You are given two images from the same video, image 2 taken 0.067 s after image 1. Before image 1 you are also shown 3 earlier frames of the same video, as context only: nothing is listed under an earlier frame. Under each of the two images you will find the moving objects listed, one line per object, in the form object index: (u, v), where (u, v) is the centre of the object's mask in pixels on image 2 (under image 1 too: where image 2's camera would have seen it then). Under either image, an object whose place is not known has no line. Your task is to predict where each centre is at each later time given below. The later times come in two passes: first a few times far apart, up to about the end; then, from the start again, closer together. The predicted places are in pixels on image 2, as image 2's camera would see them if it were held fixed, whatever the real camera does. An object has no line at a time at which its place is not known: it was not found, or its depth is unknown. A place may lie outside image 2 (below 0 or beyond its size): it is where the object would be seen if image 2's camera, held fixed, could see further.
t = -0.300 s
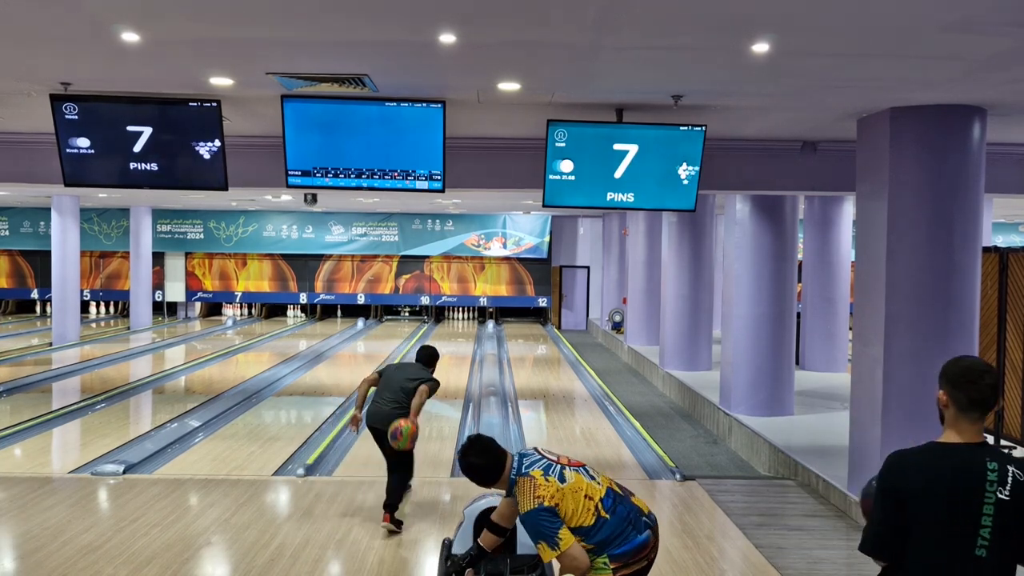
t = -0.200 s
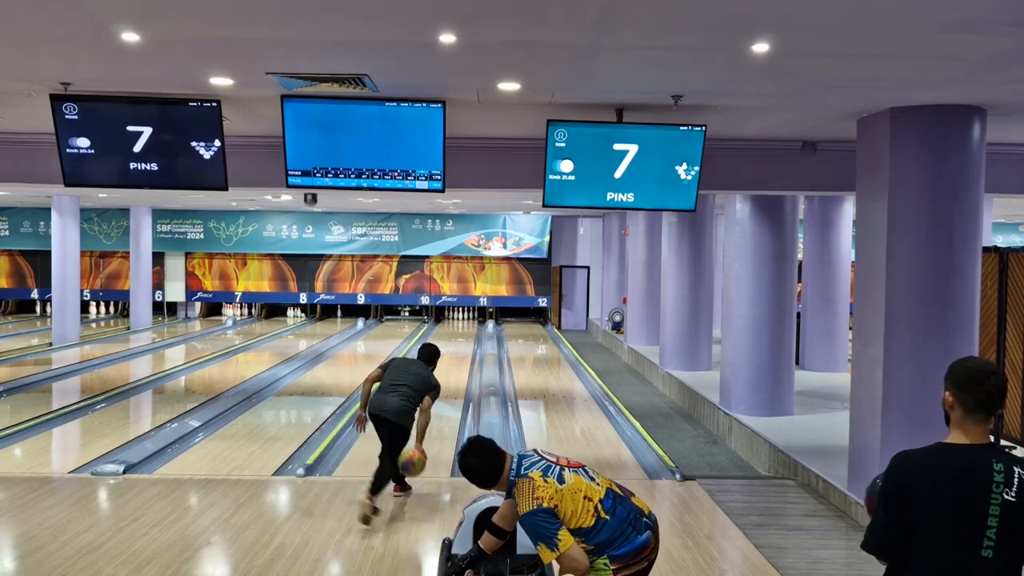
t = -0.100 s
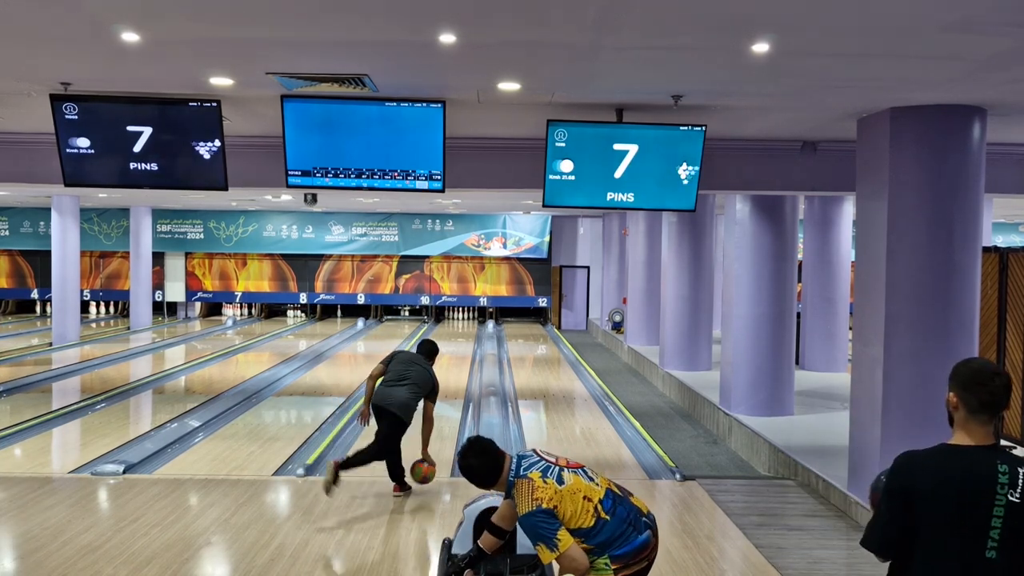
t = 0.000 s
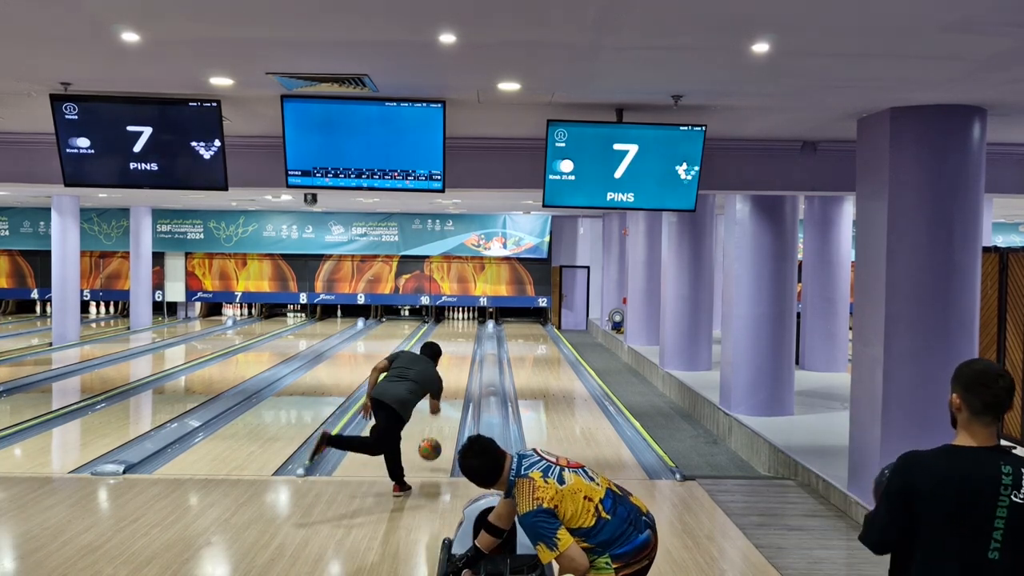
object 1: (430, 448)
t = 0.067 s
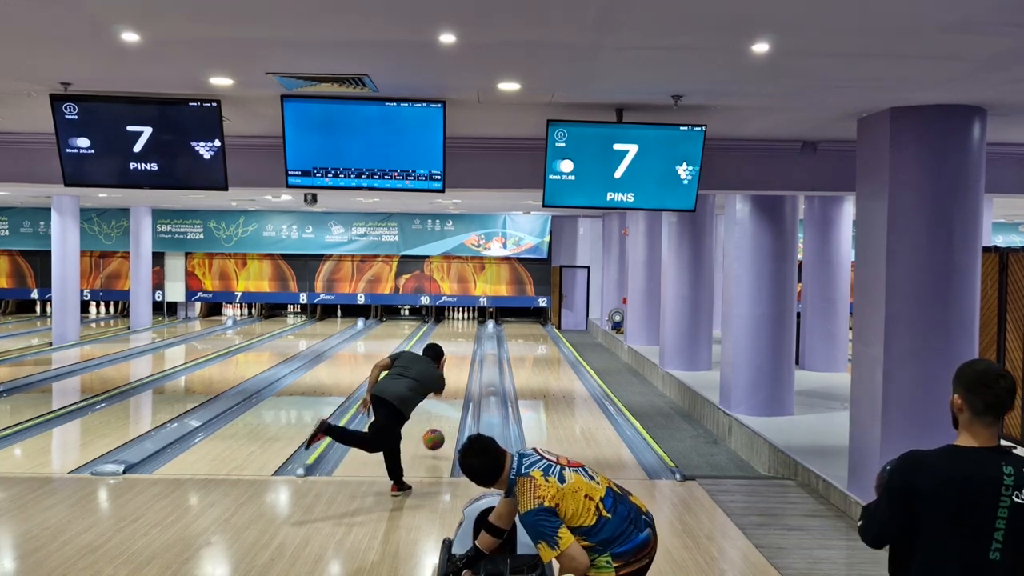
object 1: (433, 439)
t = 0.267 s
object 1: (442, 417)
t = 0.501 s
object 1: (450, 392)
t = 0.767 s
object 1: (455, 372)
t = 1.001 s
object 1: (459, 359)
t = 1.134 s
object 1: (459, 356)
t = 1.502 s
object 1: (464, 339)
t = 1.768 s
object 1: (466, 331)
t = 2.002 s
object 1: (467, 326)
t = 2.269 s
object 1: (467, 320)
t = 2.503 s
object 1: (466, 316)
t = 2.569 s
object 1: (465, 314)
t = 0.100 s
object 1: (435, 436)
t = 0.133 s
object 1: (436, 435)
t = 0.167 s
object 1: (438, 430)
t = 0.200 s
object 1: (440, 425)
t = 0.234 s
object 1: (441, 421)
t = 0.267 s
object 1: (442, 417)
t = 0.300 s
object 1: (443, 413)
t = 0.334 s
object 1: (444, 409)
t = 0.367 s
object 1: (446, 405)
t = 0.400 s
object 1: (447, 402)
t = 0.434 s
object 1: (448, 398)
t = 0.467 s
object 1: (449, 395)
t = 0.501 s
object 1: (450, 392)
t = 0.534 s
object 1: (451, 389)
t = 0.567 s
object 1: (451, 386)
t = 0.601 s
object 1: (452, 384)
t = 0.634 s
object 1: (453, 381)
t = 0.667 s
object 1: (453, 379)
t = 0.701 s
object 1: (454, 377)
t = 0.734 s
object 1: (455, 374)
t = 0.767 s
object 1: (455, 372)
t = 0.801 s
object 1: (456, 370)
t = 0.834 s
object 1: (457, 368)
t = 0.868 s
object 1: (457, 366)
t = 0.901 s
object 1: (458, 364)
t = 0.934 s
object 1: (458, 362)
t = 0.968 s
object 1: (459, 361)
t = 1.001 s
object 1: (459, 359)
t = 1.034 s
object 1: (460, 357)
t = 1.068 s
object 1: (460, 356)
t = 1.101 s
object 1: (461, 356)
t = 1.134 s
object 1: (459, 356)
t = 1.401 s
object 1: (463, 342)
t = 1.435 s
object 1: (464, 341)
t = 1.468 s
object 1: (464, 340)
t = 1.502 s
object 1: (464, 339)
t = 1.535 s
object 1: (464, 338)
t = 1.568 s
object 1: (465, 337)
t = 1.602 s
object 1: (465, 335)
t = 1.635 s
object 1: (465, 334)
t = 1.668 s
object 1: (465, 335)
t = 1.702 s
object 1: (465, 333)
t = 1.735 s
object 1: (466, 332)
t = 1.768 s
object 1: (466, 331)
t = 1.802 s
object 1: (466, 330)
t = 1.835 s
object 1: (467, 329)
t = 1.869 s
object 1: (467, 328)
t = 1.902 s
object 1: (467, 327)
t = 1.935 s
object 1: (467, 327)
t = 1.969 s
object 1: (467, 327)
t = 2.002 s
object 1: (467, 326)
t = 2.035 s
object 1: (467, 325)
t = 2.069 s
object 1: (467, 324)
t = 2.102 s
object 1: (467, 324)
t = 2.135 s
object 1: (468, 323)
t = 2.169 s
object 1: (467, 322)
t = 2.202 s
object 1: (467, 321)
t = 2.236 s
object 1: (467, 321)
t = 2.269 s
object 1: (467, 320)
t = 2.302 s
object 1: (467, 320)
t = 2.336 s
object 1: (467, 319)
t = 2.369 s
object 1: (467, 319)
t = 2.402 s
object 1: (467, 318)
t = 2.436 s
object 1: (467, 317)
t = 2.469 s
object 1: (466, 316)
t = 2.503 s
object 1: (466, 316)
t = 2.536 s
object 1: (466, 315)
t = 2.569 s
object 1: (465, 314)
